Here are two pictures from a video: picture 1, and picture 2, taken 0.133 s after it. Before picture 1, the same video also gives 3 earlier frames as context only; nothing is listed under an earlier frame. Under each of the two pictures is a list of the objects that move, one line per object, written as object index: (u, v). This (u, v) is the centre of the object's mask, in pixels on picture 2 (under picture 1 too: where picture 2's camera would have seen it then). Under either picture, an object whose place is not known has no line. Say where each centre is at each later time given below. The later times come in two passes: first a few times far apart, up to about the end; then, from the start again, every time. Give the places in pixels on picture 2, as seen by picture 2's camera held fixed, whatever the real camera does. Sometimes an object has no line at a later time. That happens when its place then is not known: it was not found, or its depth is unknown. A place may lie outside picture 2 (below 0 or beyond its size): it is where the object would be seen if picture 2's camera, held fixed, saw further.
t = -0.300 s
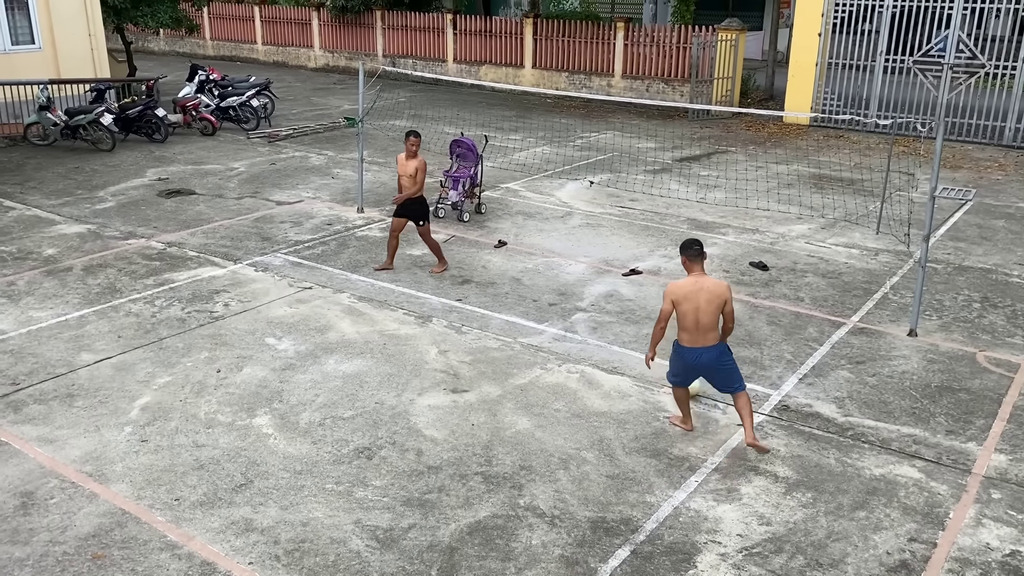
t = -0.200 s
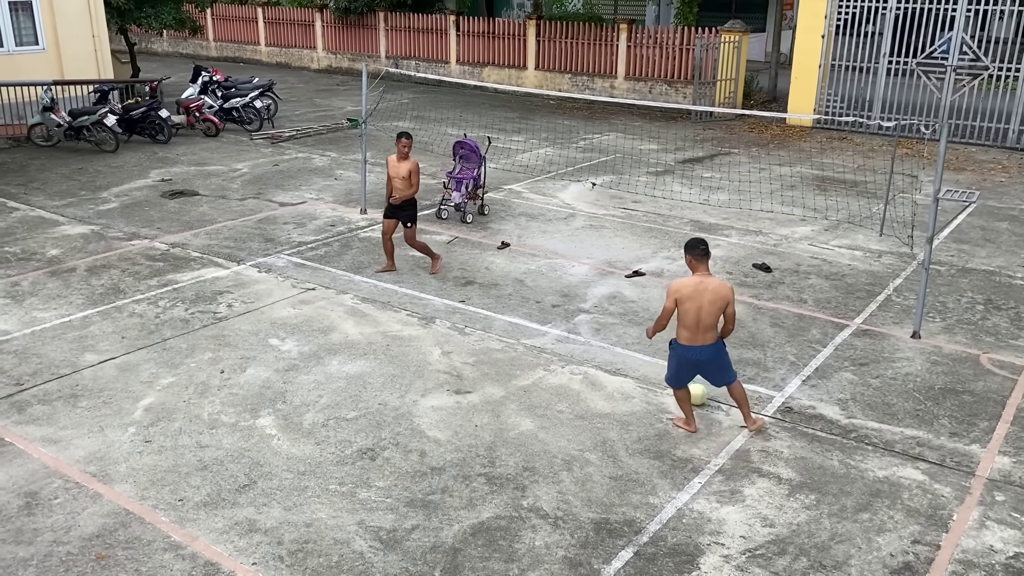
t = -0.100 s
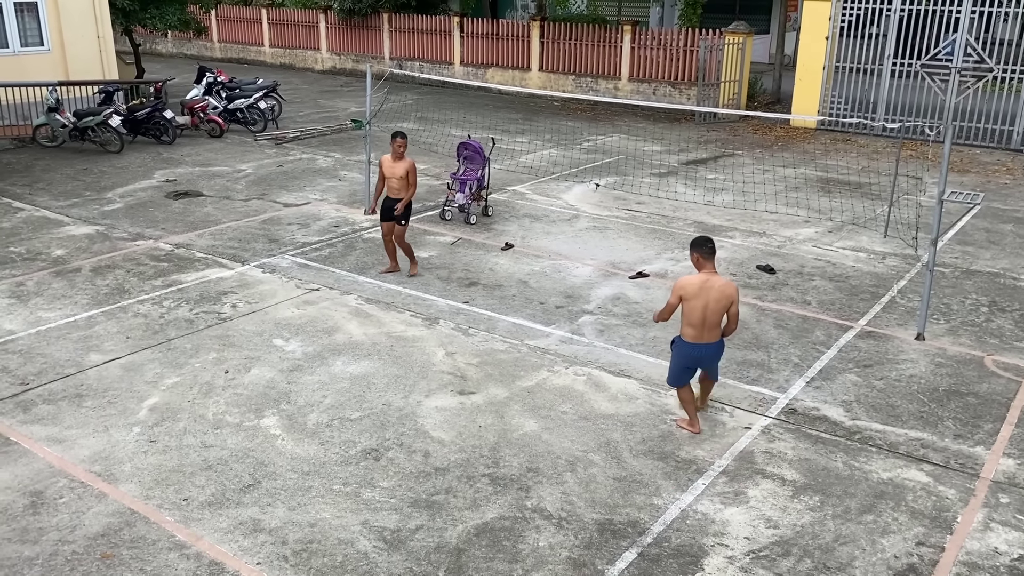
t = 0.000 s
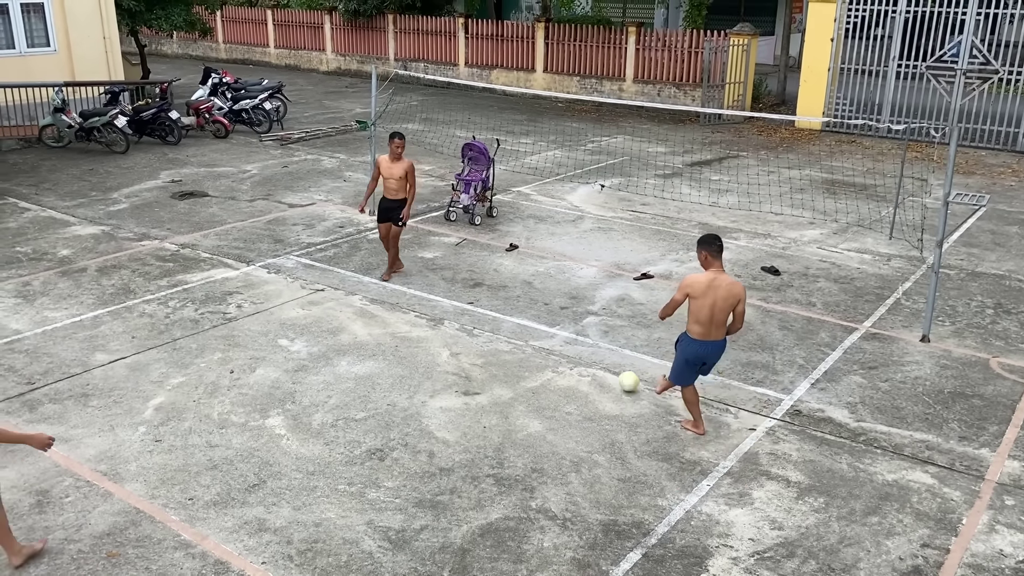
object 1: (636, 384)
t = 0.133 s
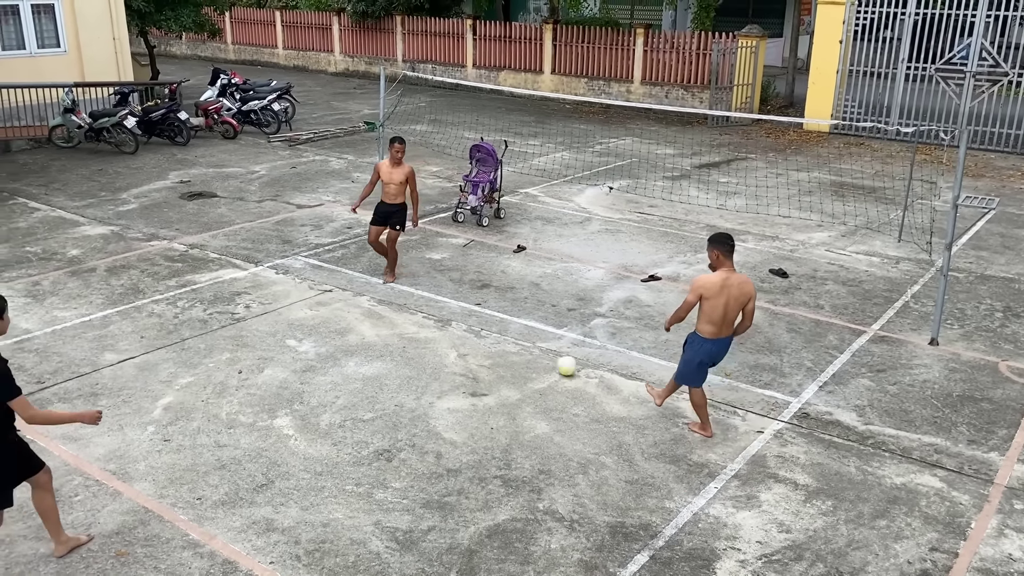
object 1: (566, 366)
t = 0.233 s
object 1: (526, 354)
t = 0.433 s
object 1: (459, 340)
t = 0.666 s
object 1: (391, 323)
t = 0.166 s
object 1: (551, 363)
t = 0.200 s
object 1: (538, 359)
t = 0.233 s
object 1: (526, 354)
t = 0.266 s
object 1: (513, 350)
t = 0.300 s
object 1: (501, 349)
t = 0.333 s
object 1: (491, 347)
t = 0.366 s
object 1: (479, 346)
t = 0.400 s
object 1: (468, 343)
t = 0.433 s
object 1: (459, 340)
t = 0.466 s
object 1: (449, 336)
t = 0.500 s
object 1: (439, 334)
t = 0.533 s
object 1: (429, 333)
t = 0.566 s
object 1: (419, 332)
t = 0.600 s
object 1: (409, 328)
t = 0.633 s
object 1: (401, 325)
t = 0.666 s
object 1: (391, 323)
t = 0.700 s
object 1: (383, 322)
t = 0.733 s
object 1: (373, 321)
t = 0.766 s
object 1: (365, 319)
